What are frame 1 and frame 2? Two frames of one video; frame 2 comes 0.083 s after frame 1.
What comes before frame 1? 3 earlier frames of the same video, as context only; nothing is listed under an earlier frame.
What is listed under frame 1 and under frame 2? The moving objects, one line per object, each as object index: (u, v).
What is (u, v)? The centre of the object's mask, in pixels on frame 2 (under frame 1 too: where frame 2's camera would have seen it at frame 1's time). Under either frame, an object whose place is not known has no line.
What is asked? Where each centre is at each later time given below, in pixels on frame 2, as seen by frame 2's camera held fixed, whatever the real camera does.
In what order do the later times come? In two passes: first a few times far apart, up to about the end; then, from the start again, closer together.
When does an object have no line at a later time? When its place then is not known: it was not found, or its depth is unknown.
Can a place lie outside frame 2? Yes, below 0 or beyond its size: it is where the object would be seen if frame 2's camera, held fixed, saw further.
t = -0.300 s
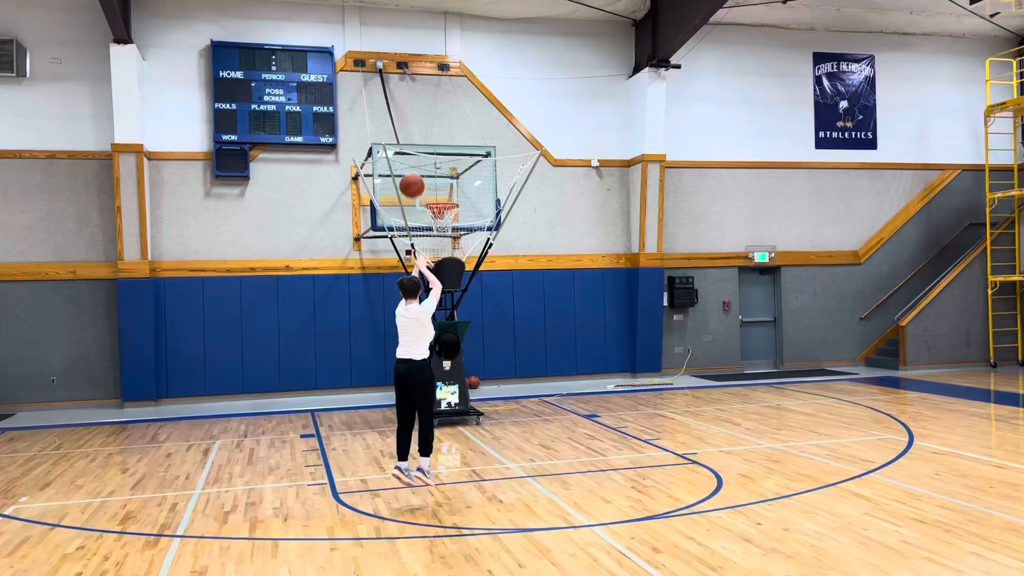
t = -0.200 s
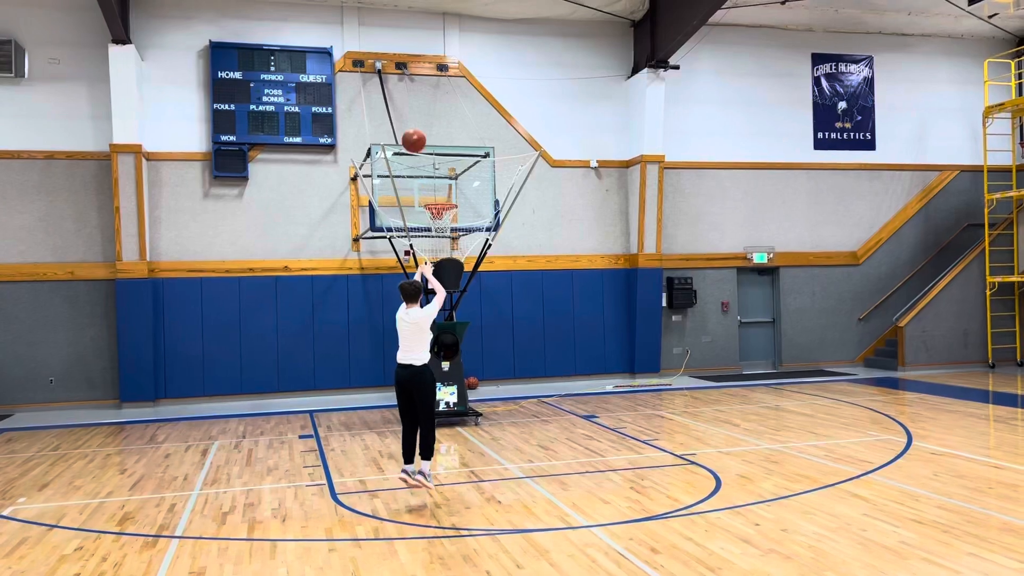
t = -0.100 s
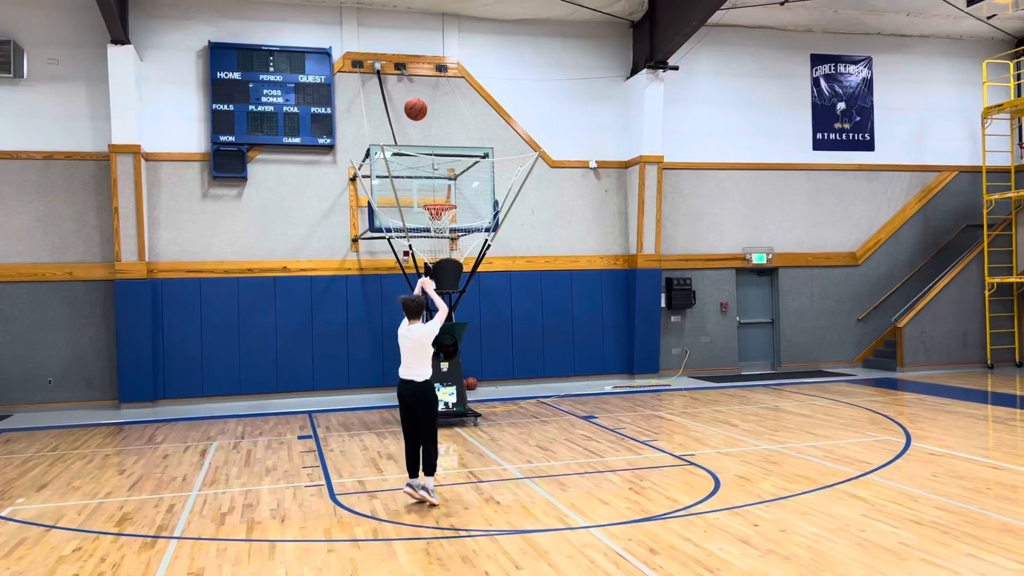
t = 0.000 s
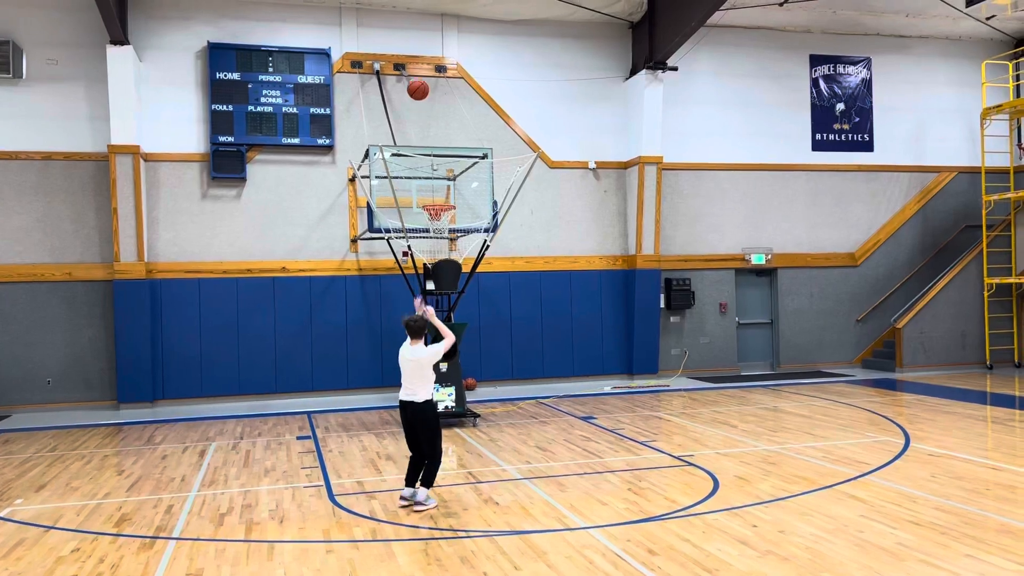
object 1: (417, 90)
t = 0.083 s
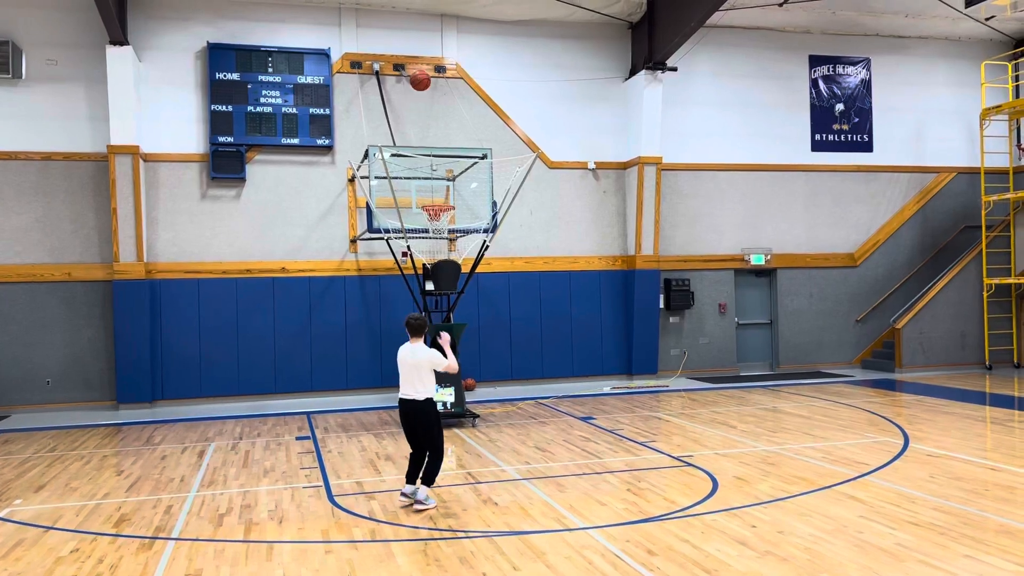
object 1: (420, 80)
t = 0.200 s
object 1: (424, 78)
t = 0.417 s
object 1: (430, 101)
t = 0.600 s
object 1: (436, 144)
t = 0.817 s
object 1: (438, 213)
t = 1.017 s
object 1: (427, 216)
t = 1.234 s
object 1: (438, 233)
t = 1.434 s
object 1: (447, 256)
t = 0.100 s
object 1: (421, 79)
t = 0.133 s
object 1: (422, 78)
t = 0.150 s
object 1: (422, 77)
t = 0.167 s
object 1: (423, 78)
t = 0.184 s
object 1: (423, 78)
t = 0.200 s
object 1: (424, 78)
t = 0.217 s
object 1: (424, 78)
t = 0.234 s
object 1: (425, 79)
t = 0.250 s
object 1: (425, 80)
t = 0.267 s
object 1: (426, 81)
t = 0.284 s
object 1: (426, 83)
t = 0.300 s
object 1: (427, 84)
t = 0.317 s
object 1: (427, 86)
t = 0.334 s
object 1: (428, 88)
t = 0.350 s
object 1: (428, 90)
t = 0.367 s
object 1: (429, 93)
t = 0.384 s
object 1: (429, 95)
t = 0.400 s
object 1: (430, 98)
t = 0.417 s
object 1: (430, 101)
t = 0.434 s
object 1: (431, 104)
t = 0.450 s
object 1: (431, 107)
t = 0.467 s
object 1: (432, 111)
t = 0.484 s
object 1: (432, 114)
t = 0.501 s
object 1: (433, 118)
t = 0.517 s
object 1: (433, 122)
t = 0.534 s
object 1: (434, 126)
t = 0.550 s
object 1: (434, 130)
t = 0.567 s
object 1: (435, 135)
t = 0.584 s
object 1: (436, 139)
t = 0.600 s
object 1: (436, 144)
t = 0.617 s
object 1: (437, 149)
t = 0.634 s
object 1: (437, 154)
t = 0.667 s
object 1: (438, 164)
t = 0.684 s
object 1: (439, 170)
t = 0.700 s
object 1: (439, 175)
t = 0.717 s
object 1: (439, 180)
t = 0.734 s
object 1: (440, 187)
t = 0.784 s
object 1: (441, 203)
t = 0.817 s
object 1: (438, 213)
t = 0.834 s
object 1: (436, 214)
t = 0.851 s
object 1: (433, 216)
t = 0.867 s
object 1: (431, 218)
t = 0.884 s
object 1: (429, 218)
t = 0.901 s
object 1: (429, 217)
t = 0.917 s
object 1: (428, 216)
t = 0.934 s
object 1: (427, 215)
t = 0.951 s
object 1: (426, 215)
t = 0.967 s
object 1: (426, 215)
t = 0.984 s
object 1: (427, 215)
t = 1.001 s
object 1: (427, 216)
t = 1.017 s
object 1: (427, 216)
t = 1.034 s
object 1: (428, 217)
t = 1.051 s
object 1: (429, 218)
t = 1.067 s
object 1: (430, 218)
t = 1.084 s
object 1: (431, 219)
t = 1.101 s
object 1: (431, 221)
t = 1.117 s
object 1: (432, 222)
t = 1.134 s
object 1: (433, 223)
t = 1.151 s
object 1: (433, 223)
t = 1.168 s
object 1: (434, 225)
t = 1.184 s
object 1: (435, 226)
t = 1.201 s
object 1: (436, 227)
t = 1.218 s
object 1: (437, 230)
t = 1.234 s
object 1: (438, 233)
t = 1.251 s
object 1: (438, 237)
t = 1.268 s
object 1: (439, 237)
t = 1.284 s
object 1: (440, 240)
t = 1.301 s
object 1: (441, 243)
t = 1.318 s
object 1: (443, 246)
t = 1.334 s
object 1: (443, 248)
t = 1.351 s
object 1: (444, 251)
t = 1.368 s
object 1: (444, 253)
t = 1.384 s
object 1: (445, 254)
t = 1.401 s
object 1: (446, 255)
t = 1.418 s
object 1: (446, 256)
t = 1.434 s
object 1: (447, 256)
